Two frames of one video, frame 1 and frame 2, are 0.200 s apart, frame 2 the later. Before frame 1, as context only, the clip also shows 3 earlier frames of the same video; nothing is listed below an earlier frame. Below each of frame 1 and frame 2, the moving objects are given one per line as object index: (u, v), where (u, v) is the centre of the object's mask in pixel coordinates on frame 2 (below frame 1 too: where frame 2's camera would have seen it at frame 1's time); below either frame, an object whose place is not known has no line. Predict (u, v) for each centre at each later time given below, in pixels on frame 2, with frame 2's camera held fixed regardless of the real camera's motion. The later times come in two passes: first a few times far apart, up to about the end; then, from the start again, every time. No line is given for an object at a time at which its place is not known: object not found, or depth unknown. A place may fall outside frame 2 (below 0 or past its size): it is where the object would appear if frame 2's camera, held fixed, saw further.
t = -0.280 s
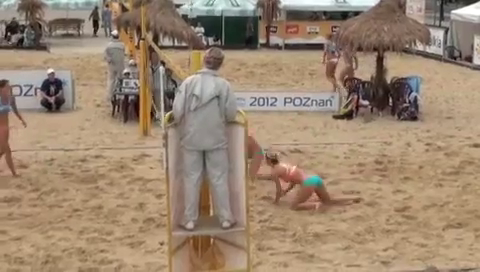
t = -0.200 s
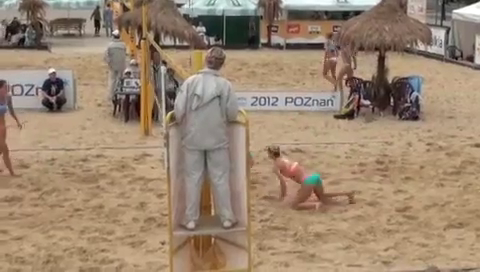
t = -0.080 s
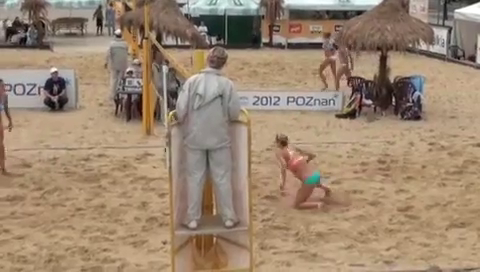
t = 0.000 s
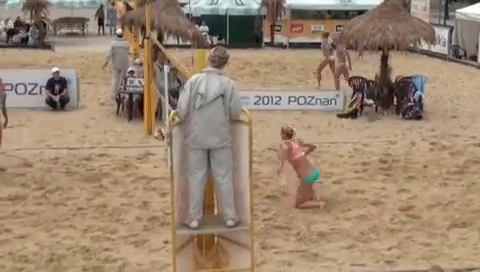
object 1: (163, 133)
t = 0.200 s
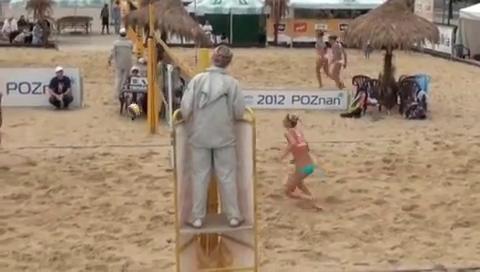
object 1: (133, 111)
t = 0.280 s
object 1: (121, 106)
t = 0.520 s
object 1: (84, 120)
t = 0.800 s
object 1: (42, 183)
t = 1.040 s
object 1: (22, 201)
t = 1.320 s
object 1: (10, 201)
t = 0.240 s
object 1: (128, 108)
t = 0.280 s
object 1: (121, 106)
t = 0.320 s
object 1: (115, 106)
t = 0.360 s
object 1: (110, 106)
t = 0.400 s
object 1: (103, 108)
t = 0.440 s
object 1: (98, 111)
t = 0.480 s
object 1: (92, 116)
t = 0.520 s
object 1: (84, 120)
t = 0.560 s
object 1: (79, 125)
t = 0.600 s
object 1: (73, 133)
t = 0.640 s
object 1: (66, 141)
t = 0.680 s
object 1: (60, 150)
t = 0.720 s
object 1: (54, 160)
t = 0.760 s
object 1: (48, 170)
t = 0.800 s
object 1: (42, 183)
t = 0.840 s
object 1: (37, 197)
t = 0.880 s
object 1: (32, 202)
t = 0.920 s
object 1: (29, 200)
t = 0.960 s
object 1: (27, 200)
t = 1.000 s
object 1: (24, 200)
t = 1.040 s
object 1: (22, 201)
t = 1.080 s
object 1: (20, 200)
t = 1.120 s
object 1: (18, 200)
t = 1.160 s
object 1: (15, 202)
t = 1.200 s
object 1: (14, 202)
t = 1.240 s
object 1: (12, 201)
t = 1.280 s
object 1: (11, 201)
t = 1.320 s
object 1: (10, 201)
